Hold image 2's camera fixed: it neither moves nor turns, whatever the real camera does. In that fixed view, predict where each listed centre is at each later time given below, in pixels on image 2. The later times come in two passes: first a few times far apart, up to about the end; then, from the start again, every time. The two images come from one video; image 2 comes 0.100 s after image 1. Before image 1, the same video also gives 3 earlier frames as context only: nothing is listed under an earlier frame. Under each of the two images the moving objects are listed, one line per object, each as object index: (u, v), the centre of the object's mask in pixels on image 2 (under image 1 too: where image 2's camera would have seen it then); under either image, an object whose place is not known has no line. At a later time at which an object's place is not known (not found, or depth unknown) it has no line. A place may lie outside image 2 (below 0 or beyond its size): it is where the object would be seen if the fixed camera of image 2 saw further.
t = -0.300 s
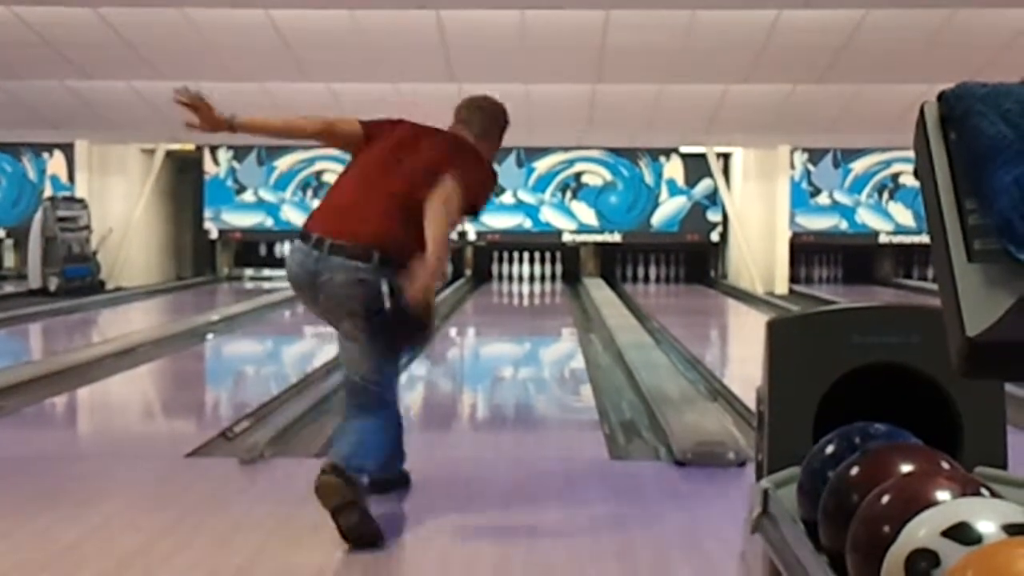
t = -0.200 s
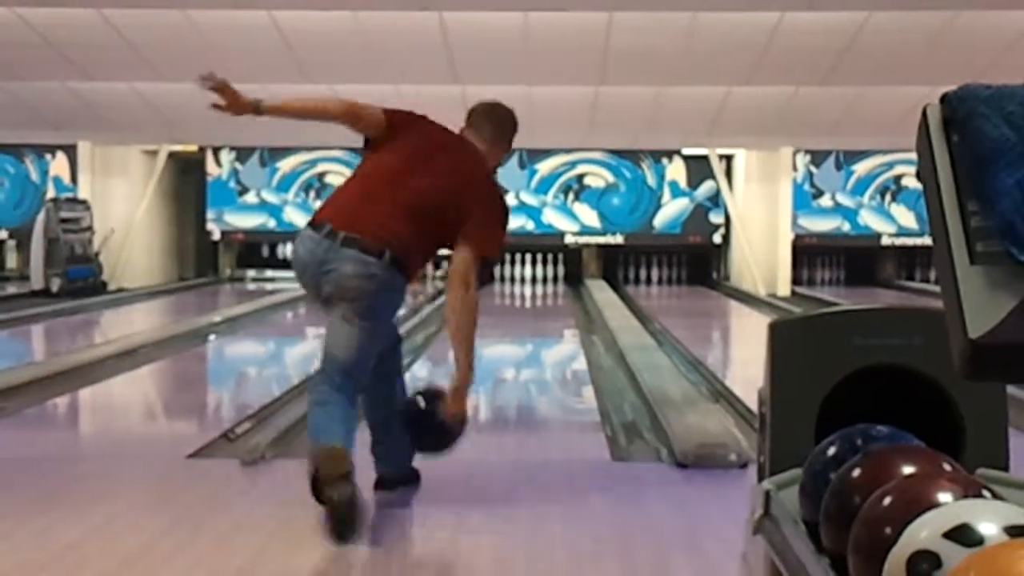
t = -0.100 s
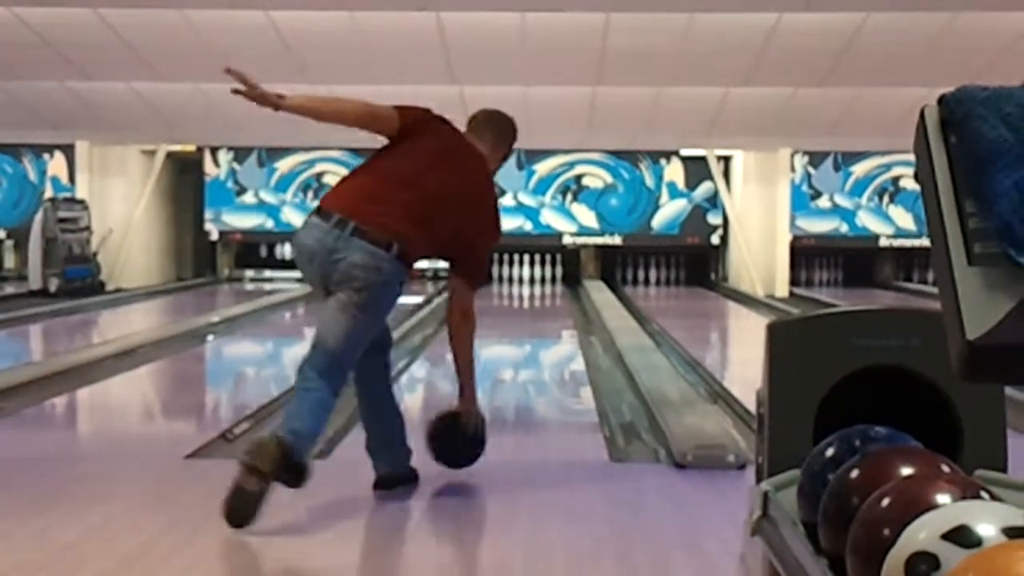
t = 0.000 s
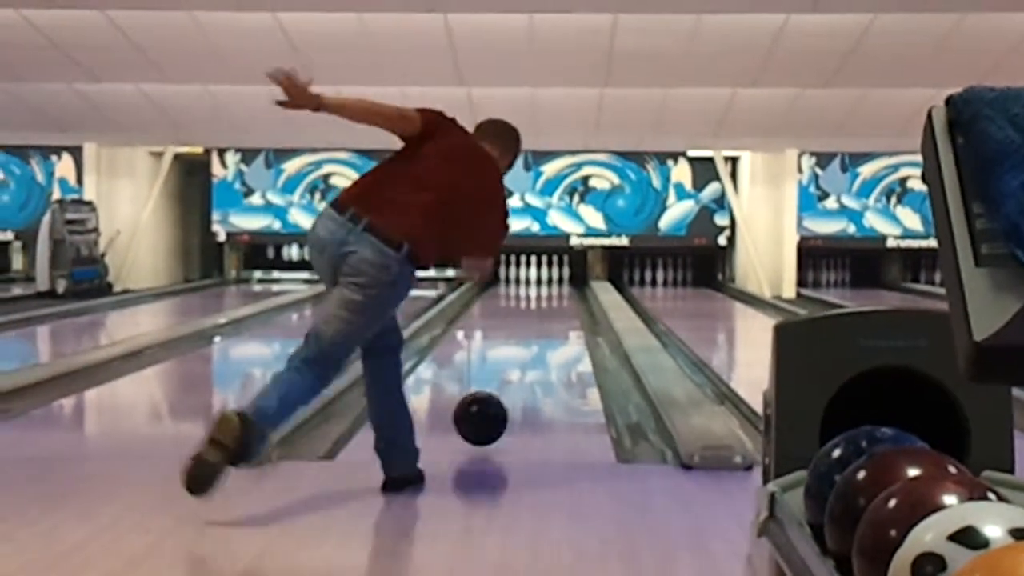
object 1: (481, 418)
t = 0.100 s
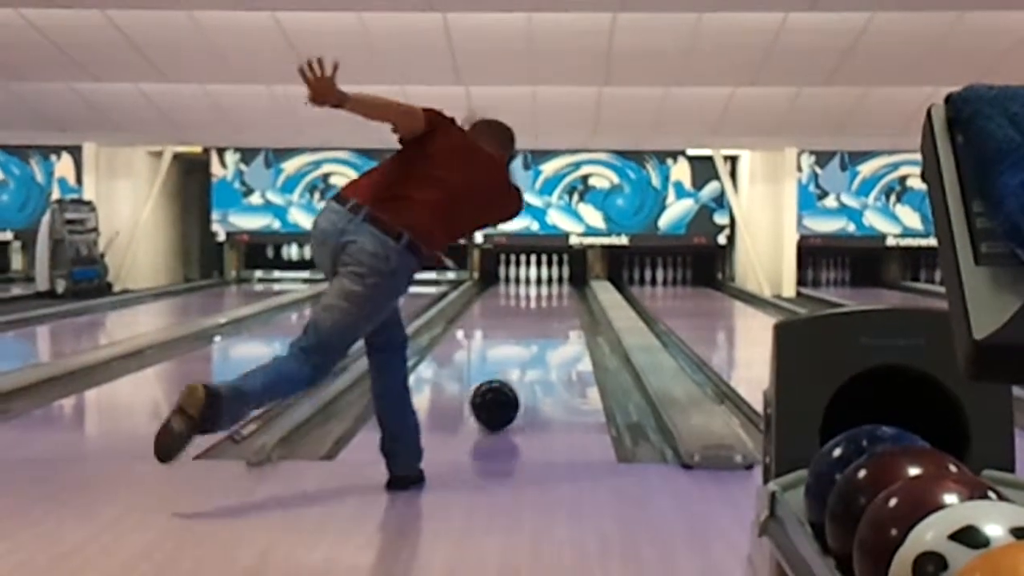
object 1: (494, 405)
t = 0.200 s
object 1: (506, 389)
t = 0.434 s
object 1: (526, 361)
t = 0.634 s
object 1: (538, 344)
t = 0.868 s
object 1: (549, 329)
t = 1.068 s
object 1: (556, 319)
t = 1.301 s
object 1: (561, 308)
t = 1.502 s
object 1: (565, 301)
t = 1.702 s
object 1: (566, 296)
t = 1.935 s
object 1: (567, 289)
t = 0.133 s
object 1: (499, 400)
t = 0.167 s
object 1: (503, 394)
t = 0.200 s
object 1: (506, 389)
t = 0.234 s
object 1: (509, 385)
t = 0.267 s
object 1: (512, 381)
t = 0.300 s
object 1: (516, 376)
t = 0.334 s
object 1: (518, 372)
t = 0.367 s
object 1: (521, 369)
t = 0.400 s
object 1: (524, 365)
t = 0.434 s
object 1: (526, 361)
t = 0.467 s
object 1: (528, 358)
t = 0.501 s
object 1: (531, 355)
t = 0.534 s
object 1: (533, 354)
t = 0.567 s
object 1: (542, 352)
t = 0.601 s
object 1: (539, 346)
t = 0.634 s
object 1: (538, 344)
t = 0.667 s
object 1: (540, 342)
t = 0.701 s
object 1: (542, 339)
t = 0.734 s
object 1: (543, 337)
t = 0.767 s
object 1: (545, 335)
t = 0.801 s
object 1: (546, 333)
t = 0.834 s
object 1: (548, 331)
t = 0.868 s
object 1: (549, 329)
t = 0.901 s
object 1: (550, 327)
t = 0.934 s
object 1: (552, 325)
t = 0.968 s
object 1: (553, 323)
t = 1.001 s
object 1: (554, 322)
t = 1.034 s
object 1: (555, 320)
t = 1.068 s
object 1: (556, 319)
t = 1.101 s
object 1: (557, 317)
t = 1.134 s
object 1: (557, 316)
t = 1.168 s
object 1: (558, 314)
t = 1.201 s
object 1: (559, 313)
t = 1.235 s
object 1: (560, 311)
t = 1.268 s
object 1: (561, 309)
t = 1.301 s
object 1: (561, 308)
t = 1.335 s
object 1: (562, 307)
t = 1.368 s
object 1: (562, 306)
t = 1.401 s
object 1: (563, 305)
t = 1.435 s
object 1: (564, 304)
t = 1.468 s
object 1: (564, 303)
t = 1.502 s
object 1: (565, 301)
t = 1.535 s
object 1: (565, 301)
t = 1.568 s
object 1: (565, 300)
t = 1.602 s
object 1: (566, 299)
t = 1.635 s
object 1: (566, 298)
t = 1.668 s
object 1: (566, 297)
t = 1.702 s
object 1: (566, 296)
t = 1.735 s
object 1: (567, 294)
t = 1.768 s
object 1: (567, 294)
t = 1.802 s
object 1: (567, 293)
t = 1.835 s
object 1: (567, 292)
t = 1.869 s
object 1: (568, 291)
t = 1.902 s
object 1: (567, 290)
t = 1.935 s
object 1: (567, 289)
